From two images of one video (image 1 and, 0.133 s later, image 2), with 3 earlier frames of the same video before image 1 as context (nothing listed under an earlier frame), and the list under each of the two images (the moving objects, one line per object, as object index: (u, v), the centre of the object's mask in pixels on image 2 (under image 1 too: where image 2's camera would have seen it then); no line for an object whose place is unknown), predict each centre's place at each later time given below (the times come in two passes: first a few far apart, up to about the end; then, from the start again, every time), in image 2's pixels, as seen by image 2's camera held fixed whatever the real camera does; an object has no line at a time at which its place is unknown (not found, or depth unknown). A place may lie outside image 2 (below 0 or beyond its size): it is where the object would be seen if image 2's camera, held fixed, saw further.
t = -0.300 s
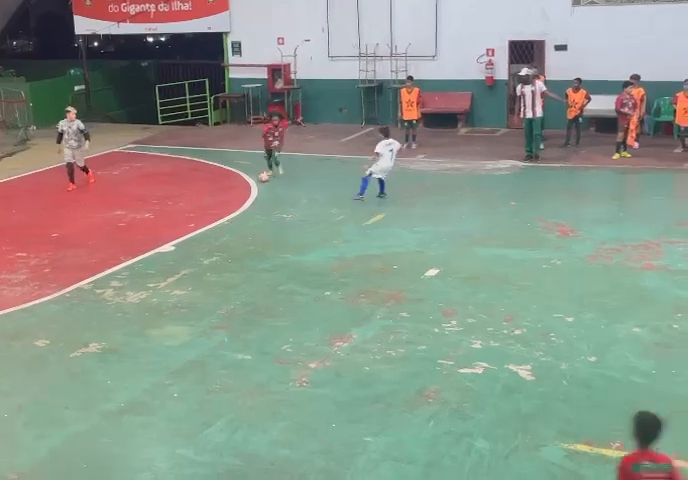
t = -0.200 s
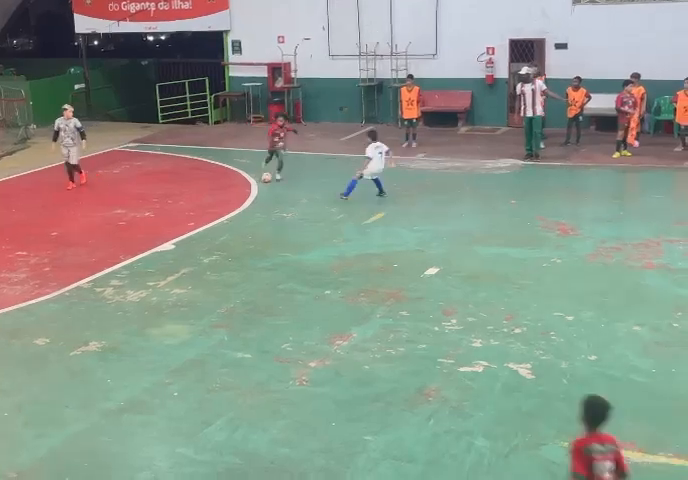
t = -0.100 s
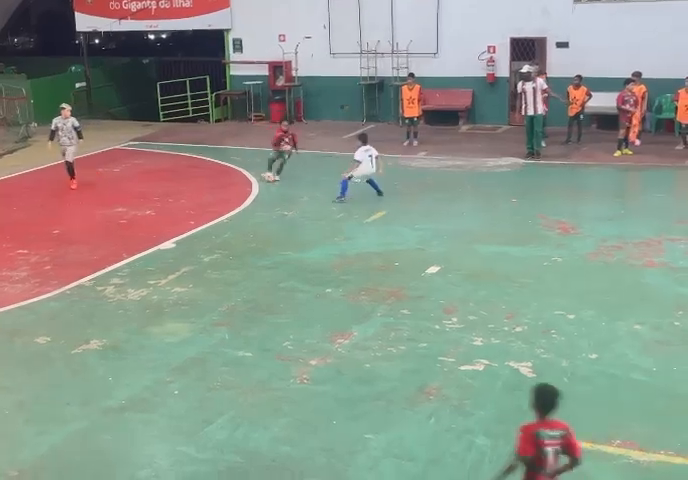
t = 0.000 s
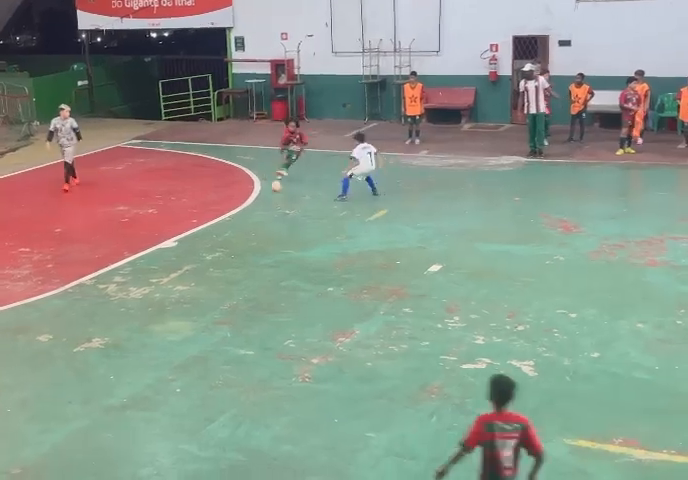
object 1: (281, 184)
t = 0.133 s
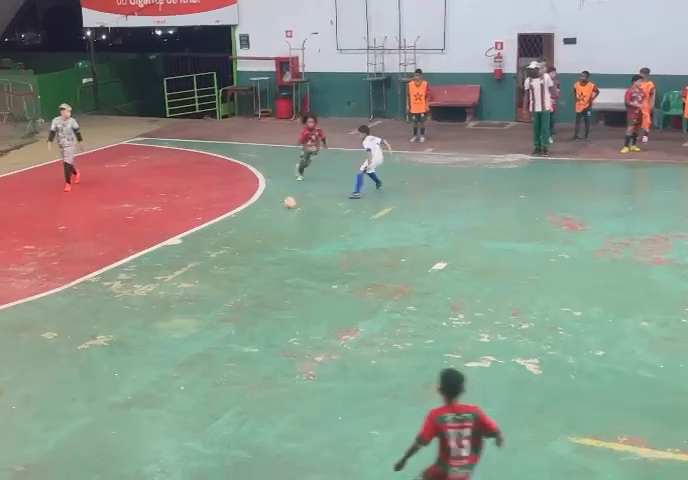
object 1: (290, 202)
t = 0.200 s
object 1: (294, 212)
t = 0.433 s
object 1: (313, 251)
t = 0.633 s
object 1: (331, 288)
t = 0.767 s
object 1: (345, 314)
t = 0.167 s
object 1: (292, 208)
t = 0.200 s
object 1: (294, 212)
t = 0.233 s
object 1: (296, 218)
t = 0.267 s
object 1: (300, 223)
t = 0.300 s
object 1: (302, 228)
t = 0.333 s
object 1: (305, 234)
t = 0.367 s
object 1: (307, 240)
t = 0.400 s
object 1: (310, 245)
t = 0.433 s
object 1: (313, 251)
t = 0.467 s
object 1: (316, 257)
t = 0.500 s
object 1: (319, 264)
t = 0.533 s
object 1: (322, 269)
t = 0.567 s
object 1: (325, 275)
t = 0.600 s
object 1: (328, 282)
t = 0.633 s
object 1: (331, 288)
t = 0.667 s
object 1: (335, 293)
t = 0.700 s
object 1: (339, 301)
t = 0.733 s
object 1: (342, 307)
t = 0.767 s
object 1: (345, 314)
